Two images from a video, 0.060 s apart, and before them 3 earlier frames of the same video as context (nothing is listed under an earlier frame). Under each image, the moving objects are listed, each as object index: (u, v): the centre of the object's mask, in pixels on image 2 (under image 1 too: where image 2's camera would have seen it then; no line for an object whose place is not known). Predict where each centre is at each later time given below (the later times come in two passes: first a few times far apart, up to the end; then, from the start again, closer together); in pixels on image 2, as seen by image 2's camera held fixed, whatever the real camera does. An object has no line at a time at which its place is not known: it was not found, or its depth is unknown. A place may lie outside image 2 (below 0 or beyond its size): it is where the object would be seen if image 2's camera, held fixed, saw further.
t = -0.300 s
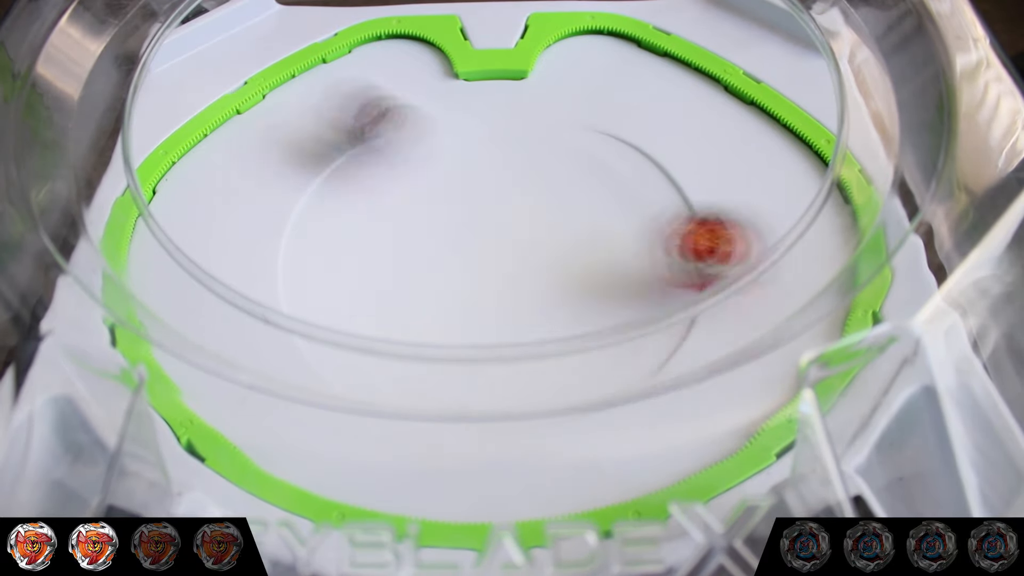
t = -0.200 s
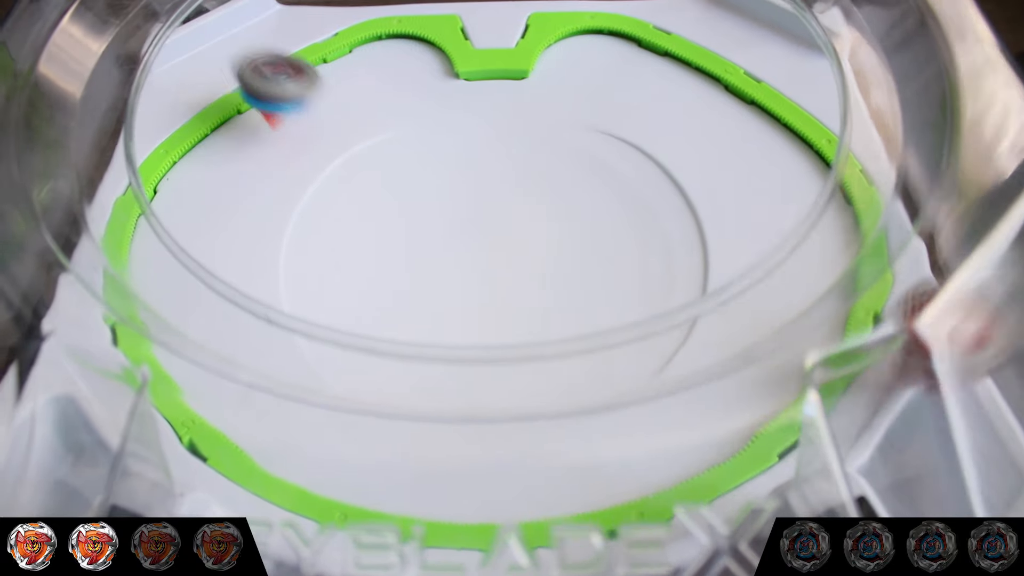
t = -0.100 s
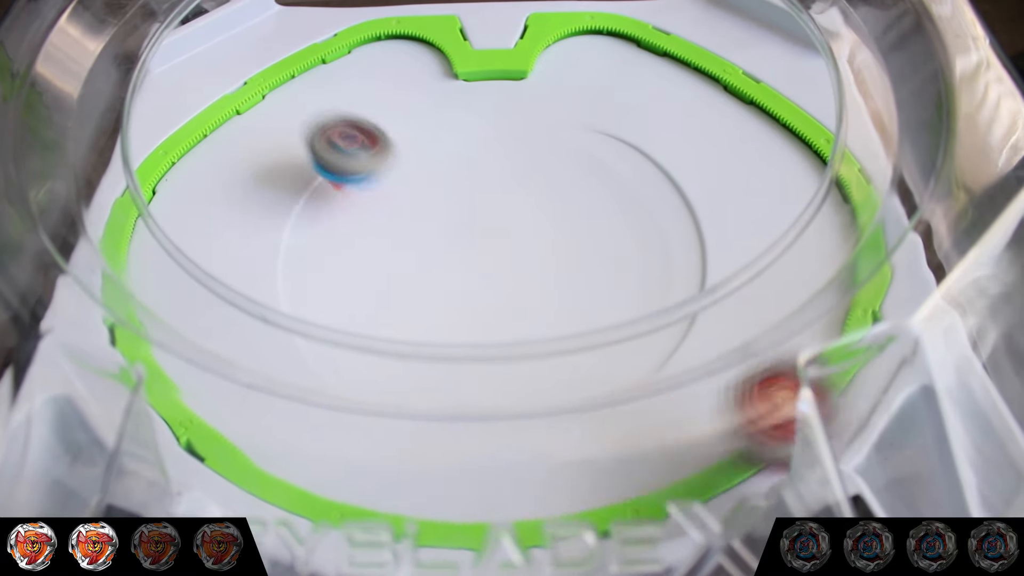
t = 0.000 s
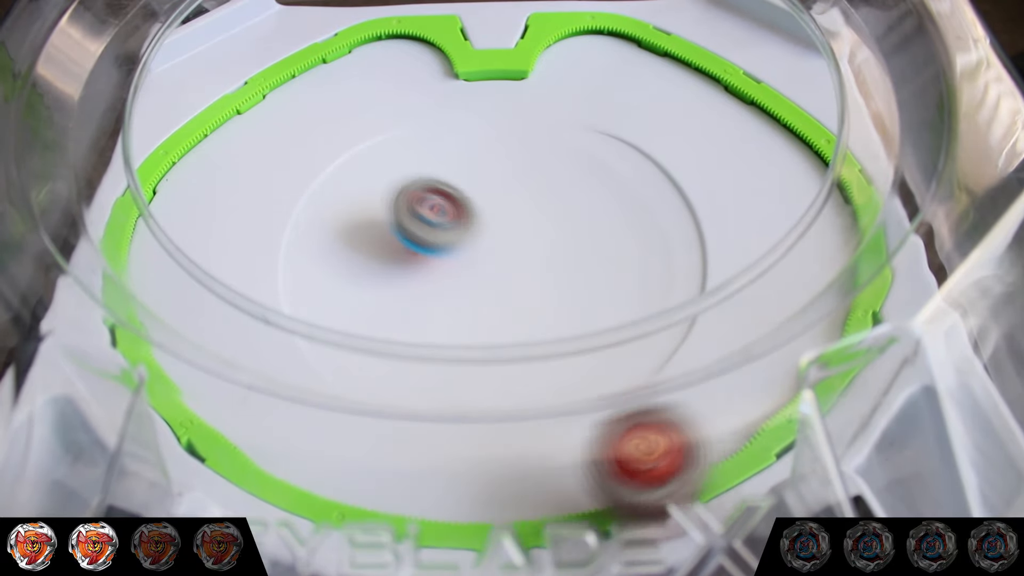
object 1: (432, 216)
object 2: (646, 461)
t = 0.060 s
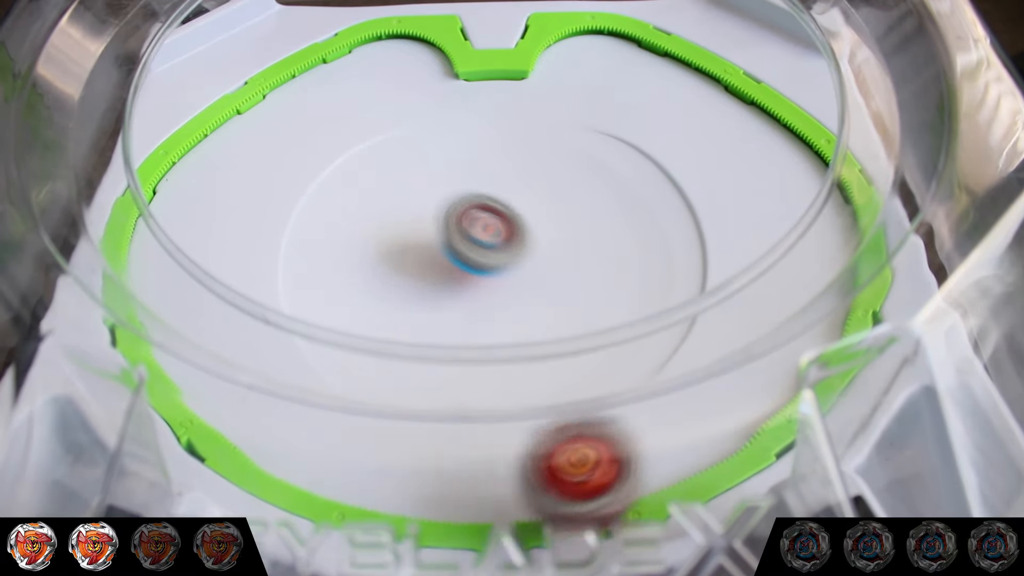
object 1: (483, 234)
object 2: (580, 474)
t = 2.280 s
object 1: (424, 235)
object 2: (632, 326)
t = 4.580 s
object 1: (822, 167)
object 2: (578, 106)
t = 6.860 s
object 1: (534, 260)
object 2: (435, 158)
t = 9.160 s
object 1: (458, 253)
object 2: (536, 130)
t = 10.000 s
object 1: (484, 149)
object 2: (475, 286)
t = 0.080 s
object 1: (498, 240)
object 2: (561, 477)
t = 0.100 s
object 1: (513, 243)
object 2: (543, 479)
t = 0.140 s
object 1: (540, 245)
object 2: (514, 481)
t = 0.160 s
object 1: (551, 245)
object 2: (500, 482)
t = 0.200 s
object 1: (569, 240)
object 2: (476, 484)
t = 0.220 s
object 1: (575, 238)
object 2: (465, 485)
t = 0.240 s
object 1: (579, 233)
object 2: (455, 486)
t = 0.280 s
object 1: (584, 222)
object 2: (437, 485)
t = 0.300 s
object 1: (585, 215)
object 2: (430, 484)
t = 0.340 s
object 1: (584, 202)
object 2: (418, 481)
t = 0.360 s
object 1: (582, 195)
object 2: (411, 478)
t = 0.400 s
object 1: (577, 181)
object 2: (399, 471)
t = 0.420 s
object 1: (575, 174)
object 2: (396, 467)
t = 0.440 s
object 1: (572, 166)
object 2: (396, 464)
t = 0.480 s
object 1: (565, 153)
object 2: (392, 453)
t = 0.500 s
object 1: (562, 145)
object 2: (390, 435)
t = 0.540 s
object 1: (556, 133)
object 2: (379, 404)
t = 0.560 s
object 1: (554, 127)
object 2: (371, 390)
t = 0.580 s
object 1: (551, 122)
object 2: (364, 375)
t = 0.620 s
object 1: (546, 114)
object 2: (344, 351)
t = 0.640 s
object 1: (544, 112)
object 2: (337, 337)
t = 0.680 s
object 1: (539, 108)
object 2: (334, 302)
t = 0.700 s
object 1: (537, 107)
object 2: (329, 294)
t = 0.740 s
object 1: (533, 106)
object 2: (323, 276)
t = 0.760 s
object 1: (531, 105)
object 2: (323, 265)
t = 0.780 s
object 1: (530, 106)
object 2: (324, 256)
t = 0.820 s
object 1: (526, 108)
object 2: (325, 237)
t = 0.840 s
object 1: (525, 111)
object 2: (326, 229)
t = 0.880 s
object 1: (521, 117)
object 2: (327, 214)
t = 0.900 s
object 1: (520, 121)
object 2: (327, 207)
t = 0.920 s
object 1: (519, 125)
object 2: (328, 201)
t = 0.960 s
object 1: (518, 133)
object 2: (329, 189)
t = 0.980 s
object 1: (518, 137)
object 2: (330, 184)
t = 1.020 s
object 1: (519, 145)
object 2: (330, 175)
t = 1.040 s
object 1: (520, 148)
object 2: (331, 170)
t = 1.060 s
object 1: (521, 153)
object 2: (331, 165)
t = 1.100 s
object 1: (524, 160)
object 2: (330, 155)
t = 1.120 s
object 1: (526, 164)
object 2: (330, 151)
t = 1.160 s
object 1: (529, 170)
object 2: (333, 144)
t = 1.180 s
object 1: (531, 174)
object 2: (339, 144)
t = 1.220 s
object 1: (536, 180)
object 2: (350, 142)
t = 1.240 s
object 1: (539, 184)
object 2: (355, 141)
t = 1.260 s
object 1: (542, 188)
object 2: (361, 139)
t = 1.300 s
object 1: (550, 195)
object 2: (371, 134)
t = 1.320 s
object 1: (553, 199)
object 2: (376, 132)
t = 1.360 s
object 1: (559, 207)
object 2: (385, 125)
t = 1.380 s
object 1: (561, 211)
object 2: (390, 121)
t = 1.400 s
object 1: (563, 215)
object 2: (394, 116)
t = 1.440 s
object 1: (565, 221)
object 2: (400, 107)
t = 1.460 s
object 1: (566, 223)
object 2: (404, 103)
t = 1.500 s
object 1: (566, 227)
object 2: (409, 100)
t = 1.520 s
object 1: (566, 228)
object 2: (412, 97)
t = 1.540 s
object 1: (565, 229)
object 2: (415, 94)
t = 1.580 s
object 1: (563, 231)
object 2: (425, 86)
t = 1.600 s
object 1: (561, 233)
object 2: (431, 83)
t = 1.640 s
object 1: (556, 234)
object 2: (445, 70)
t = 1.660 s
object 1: (552, 235)
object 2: (451, 62)
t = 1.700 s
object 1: (544, 237)
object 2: (438, 47)
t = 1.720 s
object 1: (540, 237)
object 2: (410, 41)
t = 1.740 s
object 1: (537, 236)
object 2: (379, 40)
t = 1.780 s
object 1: (530, 236)
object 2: (322, 52)
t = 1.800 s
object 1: (527, 236)
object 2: (299, 51)
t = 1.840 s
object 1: (521, 234)
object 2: (275, 87)
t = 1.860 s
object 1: (519, 234)
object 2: (268, 110)
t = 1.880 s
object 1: (516, 234)
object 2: (261, 128)
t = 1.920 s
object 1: (509, 236)
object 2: (254, 169)
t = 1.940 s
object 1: (505, 237)
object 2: (252, 189)
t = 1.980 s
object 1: (496, 240)
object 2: (257, 227)
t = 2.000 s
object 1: (491, 241)
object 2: (262, 244)
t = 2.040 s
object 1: (480, 244)
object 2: (289, 278)
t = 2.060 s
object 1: (474, 246)
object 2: (306, 289)
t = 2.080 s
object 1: (467, 247)
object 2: (324, 307)
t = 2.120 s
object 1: (452, 248)
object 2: (376, 329)
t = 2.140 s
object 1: (443, 248)
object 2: (404, 339)
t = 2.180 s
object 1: (431, 244)
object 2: (469, 346)
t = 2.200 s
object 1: (428, 241)
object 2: (503, 347)
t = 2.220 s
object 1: (426, 239)
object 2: (536, 345)
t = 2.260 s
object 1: (424, 236)
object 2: (600, 333)
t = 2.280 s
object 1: (424, 235)
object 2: (632, 326)
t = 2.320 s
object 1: (425, 233)
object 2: (681, 301)
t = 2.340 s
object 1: (424, 232)
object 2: (697, 285)
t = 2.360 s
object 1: (425, 231)
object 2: (709, 269)
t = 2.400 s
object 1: (424, 229)
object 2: (730, 239)
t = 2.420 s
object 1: (424, 228)
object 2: (742, 228)
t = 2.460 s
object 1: (424, 226)
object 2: (768, 210)
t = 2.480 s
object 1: (424, 225)
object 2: (783, 202)
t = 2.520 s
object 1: (424, 222)
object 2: (806, 188)
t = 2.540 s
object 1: (424, 221)
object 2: (819, 182)
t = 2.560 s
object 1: (424, 218)
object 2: (829, 177)
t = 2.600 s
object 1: (424, 214)
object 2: (841, 165)
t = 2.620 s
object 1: (423, 211)
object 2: (807, 145)
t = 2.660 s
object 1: (426, 206)
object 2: (752, 125)
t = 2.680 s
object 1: (425, 203)
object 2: (724, 111)
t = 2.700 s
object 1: (426, 199)
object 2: (698, 101)
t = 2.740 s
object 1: (429, 193)
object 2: (645, 82)
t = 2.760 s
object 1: (430, 190)
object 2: (618, 74)
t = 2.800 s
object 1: (432, 183)
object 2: (570, 61)
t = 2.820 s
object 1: (434, 180)
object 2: (547, 53)
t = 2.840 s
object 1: (435, 177)
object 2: (526, 54)
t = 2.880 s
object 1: (438, 170)
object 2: (487, 70)
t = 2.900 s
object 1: (439, 168)
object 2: (467, 80)
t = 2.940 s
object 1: (438, 179)
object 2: (429, 91)
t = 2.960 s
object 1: (439, 207)
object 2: (414, 77)
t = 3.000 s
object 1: (441, 257)
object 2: (386, 57)
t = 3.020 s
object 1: (443, 279)
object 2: (374, 49)
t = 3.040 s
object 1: (447, 297)
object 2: (363, 42)
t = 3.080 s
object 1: (458, 318)
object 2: (345, 34)
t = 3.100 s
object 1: (464, 338)
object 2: (337, 32)
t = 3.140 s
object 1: (480, 367)
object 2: (316, 53)
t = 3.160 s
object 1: (492, 365)
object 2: (306, 71)
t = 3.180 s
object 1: (502, 367)
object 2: (296, 86)
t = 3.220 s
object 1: (527, 366)
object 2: (278, 118)
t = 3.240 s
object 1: (540, 364)
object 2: (271, 134)
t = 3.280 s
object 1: (564, 359)
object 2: (260, 160)
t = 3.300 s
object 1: (577, 357)
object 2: (257, 171)
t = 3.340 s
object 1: (593, 331)
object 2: (255, 189)
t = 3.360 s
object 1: (604, 329)
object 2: (257, 195)
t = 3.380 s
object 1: (614, 326)
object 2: (262, 202)
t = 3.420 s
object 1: (627, 311)
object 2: (276, 216)
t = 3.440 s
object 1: (629, 297)
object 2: (286, 222)
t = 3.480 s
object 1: (636, 290)
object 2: (309, 240)
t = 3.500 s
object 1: (640, 286)
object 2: (324, 249)
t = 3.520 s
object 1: (641, 282)
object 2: (339, 258)
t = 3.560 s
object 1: (639, 271)
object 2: (375, 273)
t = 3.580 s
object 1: (636, 264)
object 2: (395, 279)
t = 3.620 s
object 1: (627, 251)
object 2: (438, 282)
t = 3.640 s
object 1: (621, 244)
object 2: (460, 282)
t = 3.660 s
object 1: (614, 239)
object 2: (481, 278)
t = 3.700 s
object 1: (603, 228)
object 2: (501, 268)
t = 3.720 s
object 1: (669, 199)
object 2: (442, 265)
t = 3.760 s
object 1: (787, 159)
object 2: (328, 260)
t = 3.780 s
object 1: (820, 134)
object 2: (276, 255)
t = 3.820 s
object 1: (825, 108)
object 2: (215, 231)
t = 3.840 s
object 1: (825, 106)
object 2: (182, 225)
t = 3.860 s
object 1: (824, 108)
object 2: (152, 228)
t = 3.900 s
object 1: (823, 115)
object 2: (127, 223)
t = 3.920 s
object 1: (823, 116)
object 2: (141, 220)
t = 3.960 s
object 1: (819, 121)
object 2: (186, 223)
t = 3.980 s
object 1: (816, 119)
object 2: (200, 221)
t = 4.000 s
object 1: (814, 117)
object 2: (214, 219)
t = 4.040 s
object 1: (811, 112)
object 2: (250, 222)
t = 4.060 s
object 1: (809, 111)
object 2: (267, 217)
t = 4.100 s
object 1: (808, 107)
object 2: (299, 214)
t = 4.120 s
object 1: (807, 106)
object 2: (317, 217)
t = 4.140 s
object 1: (808, 105)
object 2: (335, 213)
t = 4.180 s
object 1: (809, 105)
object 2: (372, 211)
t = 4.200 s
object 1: (810, 105)
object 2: (391, 208)
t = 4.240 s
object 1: (812, 106)
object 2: (427, 201)
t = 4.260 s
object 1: (813, 108)
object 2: (445, 197)
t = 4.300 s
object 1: (830, 111)
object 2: (477, 186)
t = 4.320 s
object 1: (838, 112)
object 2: (492, 182)
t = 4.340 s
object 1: (839, 115)
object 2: (505, 176)
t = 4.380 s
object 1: (845, 123)
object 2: (529, 163)
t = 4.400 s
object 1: (845, 126)
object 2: (539, 157)
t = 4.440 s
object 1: (844, 135)
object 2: (555, 144)
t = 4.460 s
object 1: (845, 139)
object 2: (561, 139)
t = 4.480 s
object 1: (845, 143)
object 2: (566, 134)
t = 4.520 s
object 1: (839, 153)
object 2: (573, 122)
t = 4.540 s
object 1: (833, 162)
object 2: (574, 116)
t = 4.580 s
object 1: (822, 167)
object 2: (578, 106)
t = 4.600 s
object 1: (817, 170)
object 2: (580, 101)
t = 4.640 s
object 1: (805, 177)
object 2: (584, 90)
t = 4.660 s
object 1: (793, 179)
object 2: (586, 86)
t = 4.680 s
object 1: (798, 185)
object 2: (590, 82)
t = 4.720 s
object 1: (780, 192)
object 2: (595, 73)
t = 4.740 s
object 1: (774, 196)
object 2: (598, 70)
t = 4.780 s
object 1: (762, 203)
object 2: (606, 64)
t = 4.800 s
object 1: (753, 206)
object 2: (610, 60)
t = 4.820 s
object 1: (744, 208)
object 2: (615, 58)
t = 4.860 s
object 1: (724, 211)
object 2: (626, 54)
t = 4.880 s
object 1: (713, 211)
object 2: (632, 51)
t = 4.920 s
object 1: (687, 217)
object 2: (644, 49)
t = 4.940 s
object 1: (675, 215)
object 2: (652, 48)
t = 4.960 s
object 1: (661, 216)
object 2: (660, 48)
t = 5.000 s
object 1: (631, 214)
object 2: (675, 48)
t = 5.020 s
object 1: (616, 213)
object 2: (684, 50)
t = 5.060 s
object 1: (587, 209)
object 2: (700, 52)
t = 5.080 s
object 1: (574, 207)
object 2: (706, 55)
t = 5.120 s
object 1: (549, 202)
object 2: (714, 62)
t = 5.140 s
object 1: (538, 199)
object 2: (719, 66)
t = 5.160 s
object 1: (527, 197)
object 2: (723, 71)
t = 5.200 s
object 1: (508, 192)
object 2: (734, 83)
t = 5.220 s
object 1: (498, 190)
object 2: (740, 90)
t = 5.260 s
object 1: (480, 185)
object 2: (750, 105)
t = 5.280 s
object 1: (473, 181)
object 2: (755, 111)
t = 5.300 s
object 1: (465, 178)
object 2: (759, 120)
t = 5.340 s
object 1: (453, 170)
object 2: (767, 136)
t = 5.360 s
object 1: (447, 166)
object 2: (770, 144)
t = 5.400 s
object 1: (437, 157)
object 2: (774, 160)
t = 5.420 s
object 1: (432, 154)
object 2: (776, 167)
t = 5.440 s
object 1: (428, 150)
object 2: (779, 175)
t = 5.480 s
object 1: (419, 144)
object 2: (779, 188)
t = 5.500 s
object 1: (415, 140)
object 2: (776, 195)
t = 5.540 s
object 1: (409, 133)
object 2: (778, 210)
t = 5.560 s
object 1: (407, 130)
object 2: (775, 219)
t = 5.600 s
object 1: (402, 123)
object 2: (770, 234)
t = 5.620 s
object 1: (401, 119)
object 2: (766, 242)
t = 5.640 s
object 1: (400, 116)
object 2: (762, 248)
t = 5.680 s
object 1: (399, 110)
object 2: (751, 264)
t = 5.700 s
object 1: (399, 107)
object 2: (745, 269)
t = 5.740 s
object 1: (402, 107)
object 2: (729, 283)
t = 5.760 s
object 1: (404, 109)
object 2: (721, 288)
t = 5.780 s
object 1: (407, 111)
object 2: (711, 294)
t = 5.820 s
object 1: (413, 115)
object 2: (690, 302)
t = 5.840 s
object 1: (416, 116)
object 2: (677, 305)
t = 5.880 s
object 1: (424, 117)
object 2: (652, 307)
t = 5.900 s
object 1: (428, 117)
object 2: (634, 296)
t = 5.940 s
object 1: (436, 116)
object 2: (609, 296)
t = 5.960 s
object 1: (441, 117)
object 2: (595, 294)
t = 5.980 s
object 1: (445, 117)
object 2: (580, 292)
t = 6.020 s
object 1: (454, 119)
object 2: (548, 284)
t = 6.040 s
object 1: (459, 120)
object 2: (531, 279)
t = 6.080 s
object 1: (468, 123)
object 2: (499, 270)
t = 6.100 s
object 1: (473, 124)
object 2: (484, 265)
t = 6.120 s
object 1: (477, 126)
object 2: (469, 260)
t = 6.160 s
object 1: (486, 130)
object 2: (442, 250)
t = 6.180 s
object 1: (490, 132)
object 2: (429, 245)
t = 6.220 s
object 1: (500, 137)
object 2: (406, 235)
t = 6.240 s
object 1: (504, 140)
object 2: (396, 231)
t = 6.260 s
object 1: (509, 143)
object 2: (386, 226)
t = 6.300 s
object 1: (517, 149)
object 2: (369, 217)
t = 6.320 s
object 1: (521, 152)
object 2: (362, 213)
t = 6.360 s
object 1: (528, 159)
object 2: (348, 203)
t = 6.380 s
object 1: (532, 163)
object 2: (342, 199)
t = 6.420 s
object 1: (538, 171)
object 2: (332, 189)
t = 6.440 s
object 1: (541, 175)
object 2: (327, 184)
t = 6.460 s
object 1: (544, 179)
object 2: (323, 180)
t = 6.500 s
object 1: (548, 188)
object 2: (316, 170)
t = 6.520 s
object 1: (550, 192)
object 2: (315, 166)
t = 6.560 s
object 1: (553, 202)
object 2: (325, 166)
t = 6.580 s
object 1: (553, 206)
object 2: (333, 164)
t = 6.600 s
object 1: (554, 211)
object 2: (340, 164)
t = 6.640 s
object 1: (554, 219)
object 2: (355, 163)
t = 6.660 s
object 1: (554, 224)
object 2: (363, 163)
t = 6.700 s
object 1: (552, 233)
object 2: (378, 163)
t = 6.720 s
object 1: (551, 237)
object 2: (386, 162)
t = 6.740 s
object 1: (549, 240)
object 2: (392, 162)
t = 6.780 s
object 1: (545, 248)
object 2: (407, 160)
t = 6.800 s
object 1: (543, 251)
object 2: (414, 160)
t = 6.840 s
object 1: (537, 257)
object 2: (429, 158)
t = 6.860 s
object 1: (534, 260)
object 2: (435, 158)
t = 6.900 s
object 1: (527, 266)
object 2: (449, 156)
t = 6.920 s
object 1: (523, 268)
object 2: (456, 156)
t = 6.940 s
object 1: (519, 269)
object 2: (463, 155)
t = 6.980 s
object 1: (510, 272)
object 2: (478, 154)
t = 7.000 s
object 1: (506, 273)
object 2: (484, 155)
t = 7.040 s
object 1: (497, 275)
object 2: (498, 156)
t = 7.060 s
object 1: (492, 275)
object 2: (505, 156)
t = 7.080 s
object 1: (487, 276)
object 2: (512, 157)
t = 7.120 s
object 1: (478, 274)
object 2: (524, 159)
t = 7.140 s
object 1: (474, 274)
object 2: (529, 161)
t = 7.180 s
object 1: (465, 271)
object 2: (538, 162)
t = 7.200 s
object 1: (461, 270)
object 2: (543, 164)
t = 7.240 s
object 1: (453, 266)
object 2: (551, 167)
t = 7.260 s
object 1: (449, 263)
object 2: (554, 169)
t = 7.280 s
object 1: (445, 261)
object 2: (558, 172)
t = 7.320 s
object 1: (438, 256)
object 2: (563, 177)
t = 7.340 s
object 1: (436, 253)
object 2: (566, 181)
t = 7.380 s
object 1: (430, 246)
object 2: (570, 188)
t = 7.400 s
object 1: (428, 242)
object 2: (571, 193)
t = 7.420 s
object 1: (426, 239)
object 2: (572, 197)
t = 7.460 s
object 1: (423, 231)
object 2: (573, 208)
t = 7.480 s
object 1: (421, 227)
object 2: (572, 216)
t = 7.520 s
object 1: (420, 219)
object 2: (572, 230)
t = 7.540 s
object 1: (420, 216)
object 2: (571, 238)
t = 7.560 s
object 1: (420, 211)
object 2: (570, 245)
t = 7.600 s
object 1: (420, 204)
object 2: (566, 262)
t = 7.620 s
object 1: (421, 200)
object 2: (564, 269)
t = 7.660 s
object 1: (423, 192)
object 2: (559, 284)
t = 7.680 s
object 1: (425, 188)
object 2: (556, 292)
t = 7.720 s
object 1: (429, 180)
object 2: (550, 303)
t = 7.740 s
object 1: (430, 177)
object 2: (546, 307)
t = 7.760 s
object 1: (433, 174)
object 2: (542, 311)
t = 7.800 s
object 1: (438, 168)
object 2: (534, 327)
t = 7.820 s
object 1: (441, 165)
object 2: (529, 332)
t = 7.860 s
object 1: (447, 159)
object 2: (521, 339)
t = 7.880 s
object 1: (451, 157)
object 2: (516, 343)
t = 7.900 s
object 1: (454, 154)
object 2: (512, 344)
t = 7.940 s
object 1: (462, 149)
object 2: (503, 346)
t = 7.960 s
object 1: (466, 148)
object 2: (498, 346)
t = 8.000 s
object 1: (475, 144)
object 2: (490, 343)
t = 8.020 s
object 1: (479, 143)
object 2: (486, 341)
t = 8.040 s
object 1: (483, 142)
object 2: (481, 337)
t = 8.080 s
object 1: (491, 140)
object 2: (472, 320)
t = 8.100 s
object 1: (496, 140)
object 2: (468, 318)
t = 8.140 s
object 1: (504, 139)
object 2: (457, 309)
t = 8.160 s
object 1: (507, 139)
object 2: (450, 303)
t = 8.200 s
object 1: (515, 140)
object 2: (440, 287)
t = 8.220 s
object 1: (519, 141)
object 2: (435, 279)
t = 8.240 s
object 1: (522, 142)
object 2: (430, 271)
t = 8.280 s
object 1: (529, 144)
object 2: (421, 254)
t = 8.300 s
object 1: (532, 146)
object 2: (416, 245)
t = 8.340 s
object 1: (538, 150)
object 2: (409, 229)
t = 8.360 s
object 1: (540, 152)
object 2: (405, 222)
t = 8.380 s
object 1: (543, 154)
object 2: (402, 214)
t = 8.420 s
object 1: (547, 159)
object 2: (397, 199)
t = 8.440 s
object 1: (549, 162)
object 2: (394, 192)
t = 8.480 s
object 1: (552, 168)
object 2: (389, 177)
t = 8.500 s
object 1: (554, 172)
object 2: (388, 170)
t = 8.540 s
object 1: (555, 179)
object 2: (385, 156)
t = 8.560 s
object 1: (555, 183)
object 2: (384, 150)
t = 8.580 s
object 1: (555, 186)
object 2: (384, 143)
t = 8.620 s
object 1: (555, 193)
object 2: (385, 132)
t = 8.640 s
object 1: (554, 197)
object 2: (385, 126)
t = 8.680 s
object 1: (552, 205)
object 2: (389, 116)
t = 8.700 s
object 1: (551, 209)
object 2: (391, 111)
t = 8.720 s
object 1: (549, 213)
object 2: (394, 108)
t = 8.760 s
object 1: (545, 220)
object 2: (403, 109)
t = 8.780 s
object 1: (542, 223)
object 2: (407, 109)
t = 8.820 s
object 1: (535, 230)
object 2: (419, 109)
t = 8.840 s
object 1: (532, 233)
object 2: (424, 109)
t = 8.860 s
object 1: (528, 236)
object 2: (431, 109)
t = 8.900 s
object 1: (519, 242)
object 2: (445, 108)
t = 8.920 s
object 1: (515, 244)
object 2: (451, 109)
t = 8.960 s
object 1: (505, 248)
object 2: (465, 109)
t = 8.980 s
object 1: (500, 250)
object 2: (472, 111)
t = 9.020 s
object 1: (490, 253)
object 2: (485, 115)
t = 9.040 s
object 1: (485, 254)
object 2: (492, 116)
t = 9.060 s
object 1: (481, 254)
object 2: (499, 118)
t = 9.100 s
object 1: (471, 255)
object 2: (513, 122)
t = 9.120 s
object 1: (466, 255)
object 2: (521, 125)
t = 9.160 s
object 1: (458, 253)
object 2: (536, 130)
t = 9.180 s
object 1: (454, 253)
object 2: (542, 133)
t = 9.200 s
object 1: (449, 252)
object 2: (549, 136)
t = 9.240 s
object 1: (442, 249)
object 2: (563, 144)
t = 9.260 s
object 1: (439, 247)
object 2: (571, 147)
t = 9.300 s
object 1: (433, 242)
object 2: (582, 155)
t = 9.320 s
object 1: (430, 240)
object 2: (588, 158)
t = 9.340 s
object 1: (428, 238)
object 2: (593, 162)
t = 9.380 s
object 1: (424, 233)
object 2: (601, 170)
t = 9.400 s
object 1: (422, 230)
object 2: (604, 174)
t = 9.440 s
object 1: (420, 225)
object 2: (610, 182)
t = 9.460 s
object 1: (419, 222)
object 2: (612, 186)
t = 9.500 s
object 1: (418, 216)
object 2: (614, 194)
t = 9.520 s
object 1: (418, 212)
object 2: (615, 199)
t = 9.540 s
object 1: (418, 209)
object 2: (615, 203)
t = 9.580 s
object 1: (419, 202)
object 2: (613, 212)
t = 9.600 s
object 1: (420, 199)
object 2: (611, 216)
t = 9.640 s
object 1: (422, 192)
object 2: (605, 224)
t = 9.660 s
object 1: (424, 189)
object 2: (602, 228)
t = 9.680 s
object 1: (426, 186)
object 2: (596, 233)
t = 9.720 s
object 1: (430, 180)
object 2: (585, 241)
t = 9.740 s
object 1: (433, 176)
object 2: (579, 245)
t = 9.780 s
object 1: (439, 171)
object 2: (564, 253)
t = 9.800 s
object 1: (443, 168)
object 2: (557, 258)
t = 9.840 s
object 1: (450, 163)
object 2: (541, 266)
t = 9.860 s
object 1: (454, 160)
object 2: (533, 268)
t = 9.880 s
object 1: (458, 158)
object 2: (524, 272)
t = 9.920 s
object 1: (466, 154)
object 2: (507, 278)
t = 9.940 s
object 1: (470, 153)
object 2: (499, 281)
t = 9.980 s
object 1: (479, 150)
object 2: (482, 285)
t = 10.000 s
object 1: (484, 149)
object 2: (475, 286)
